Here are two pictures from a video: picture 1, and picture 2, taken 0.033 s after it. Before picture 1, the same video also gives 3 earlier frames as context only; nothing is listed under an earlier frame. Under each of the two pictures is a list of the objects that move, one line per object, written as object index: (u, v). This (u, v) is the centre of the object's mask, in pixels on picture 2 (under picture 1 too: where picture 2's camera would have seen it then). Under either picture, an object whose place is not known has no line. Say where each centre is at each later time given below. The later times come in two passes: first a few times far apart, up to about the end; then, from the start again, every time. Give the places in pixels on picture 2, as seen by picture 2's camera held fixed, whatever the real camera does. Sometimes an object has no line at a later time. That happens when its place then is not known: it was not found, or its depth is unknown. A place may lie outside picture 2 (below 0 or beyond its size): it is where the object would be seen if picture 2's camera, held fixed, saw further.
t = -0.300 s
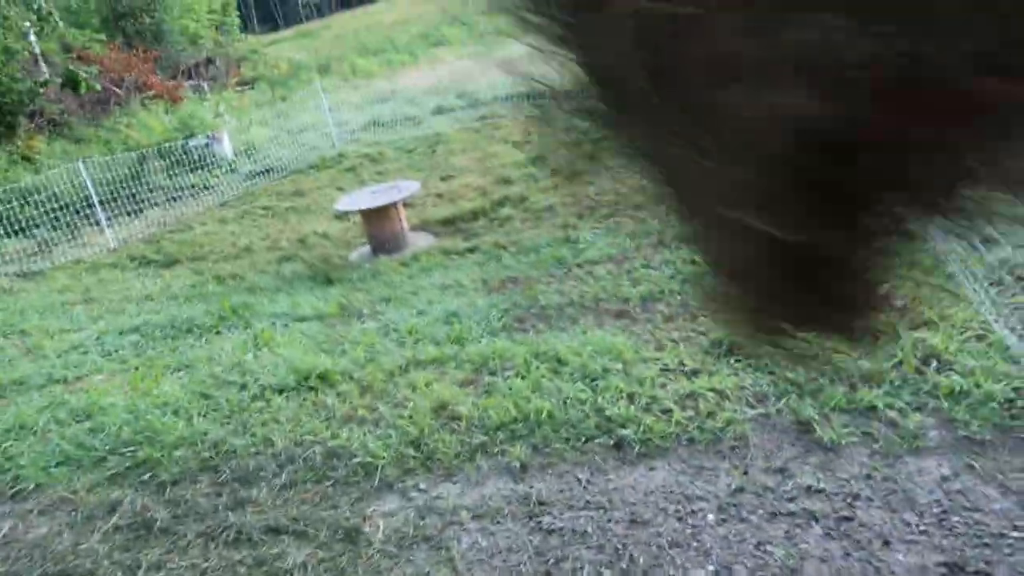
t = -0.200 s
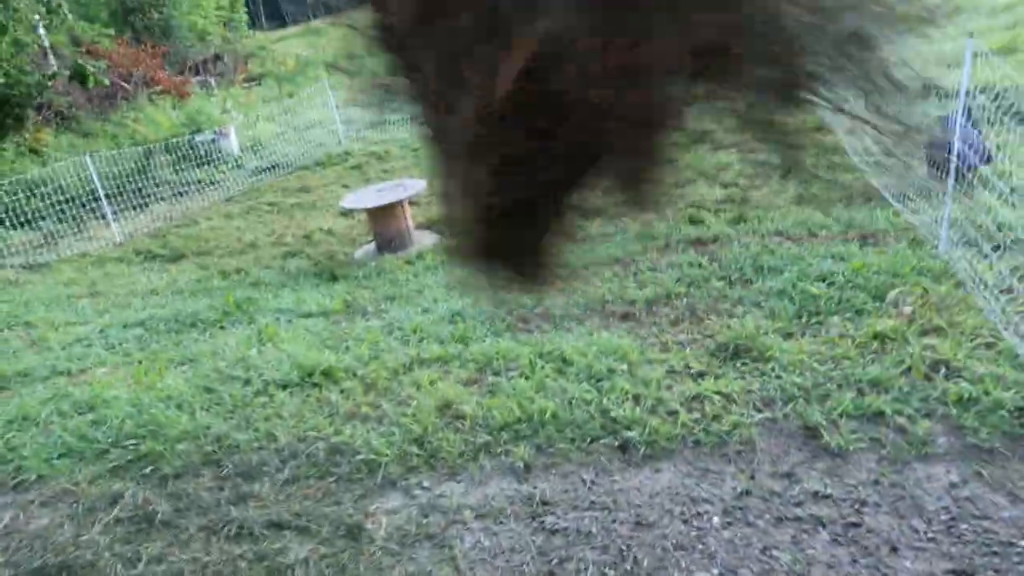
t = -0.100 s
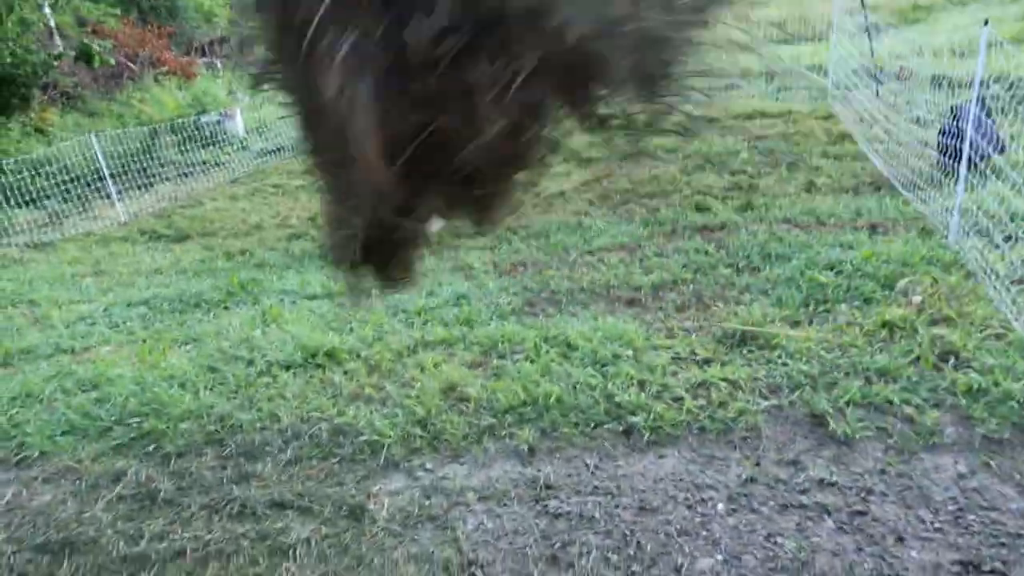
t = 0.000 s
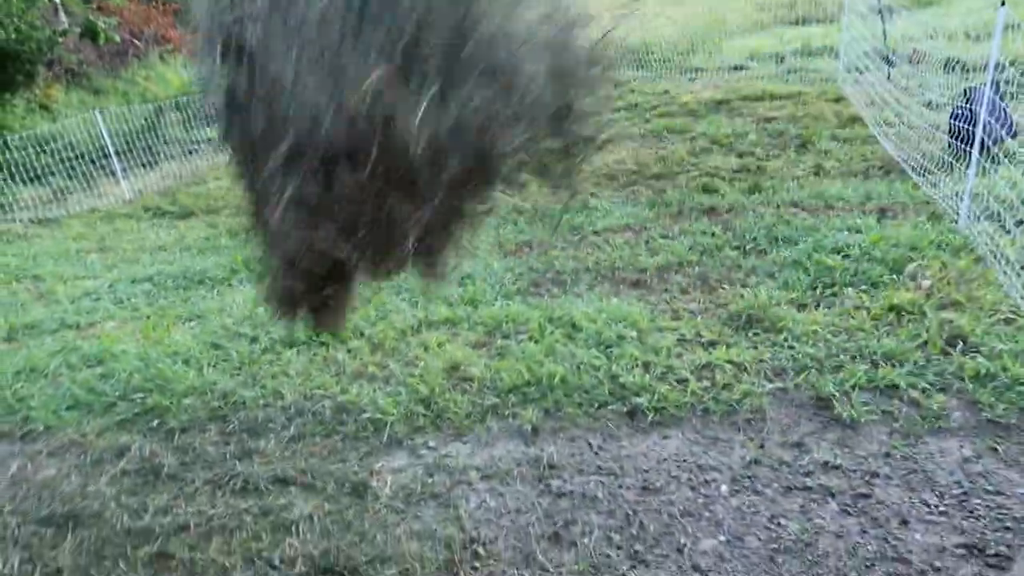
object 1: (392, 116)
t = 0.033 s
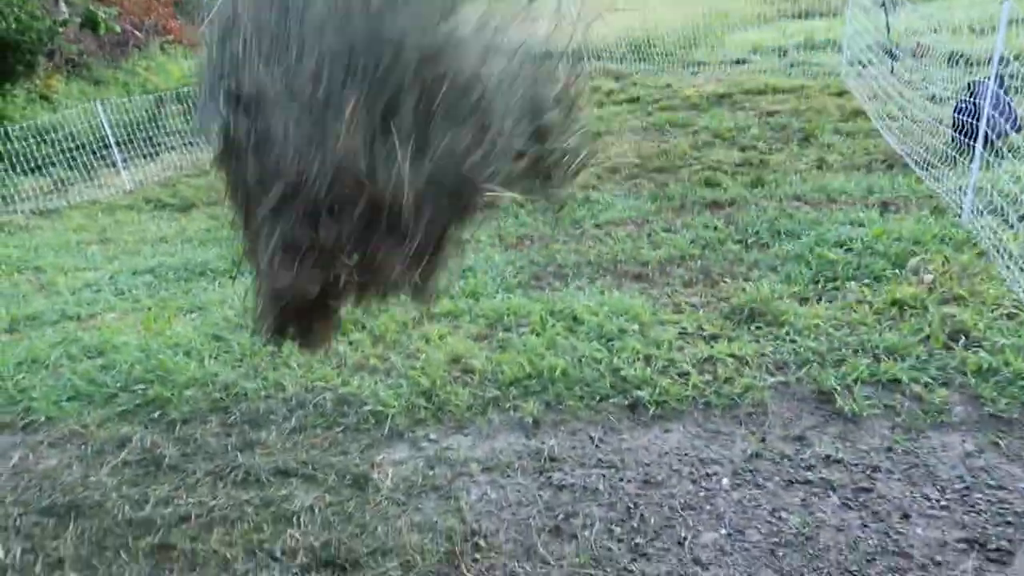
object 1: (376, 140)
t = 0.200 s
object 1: (347, 334)
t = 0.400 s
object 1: (342, 536)
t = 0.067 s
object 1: (365, 165)
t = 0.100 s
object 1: (352, 205)
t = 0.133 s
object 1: (348, 255)
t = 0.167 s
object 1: (348, 292)
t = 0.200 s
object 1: (347, 334)
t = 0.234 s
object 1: (347, 373)
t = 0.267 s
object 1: (349, 409)
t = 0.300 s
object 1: (348, 450)
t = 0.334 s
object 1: (349, 490)
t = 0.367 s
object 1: (350, 514)
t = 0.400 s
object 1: (342, 536)
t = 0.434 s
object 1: (331, 540)
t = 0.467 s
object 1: (321, 538)
